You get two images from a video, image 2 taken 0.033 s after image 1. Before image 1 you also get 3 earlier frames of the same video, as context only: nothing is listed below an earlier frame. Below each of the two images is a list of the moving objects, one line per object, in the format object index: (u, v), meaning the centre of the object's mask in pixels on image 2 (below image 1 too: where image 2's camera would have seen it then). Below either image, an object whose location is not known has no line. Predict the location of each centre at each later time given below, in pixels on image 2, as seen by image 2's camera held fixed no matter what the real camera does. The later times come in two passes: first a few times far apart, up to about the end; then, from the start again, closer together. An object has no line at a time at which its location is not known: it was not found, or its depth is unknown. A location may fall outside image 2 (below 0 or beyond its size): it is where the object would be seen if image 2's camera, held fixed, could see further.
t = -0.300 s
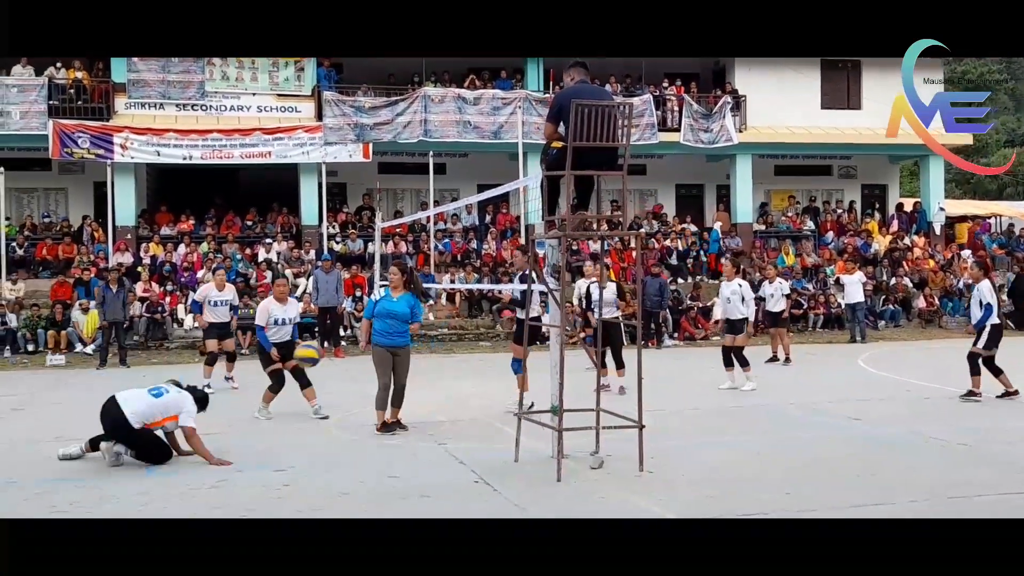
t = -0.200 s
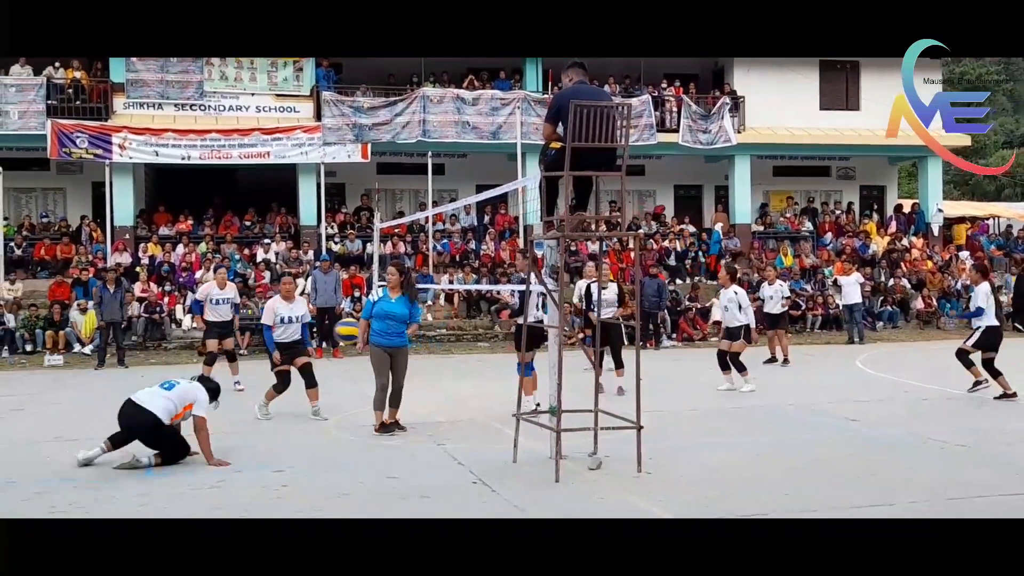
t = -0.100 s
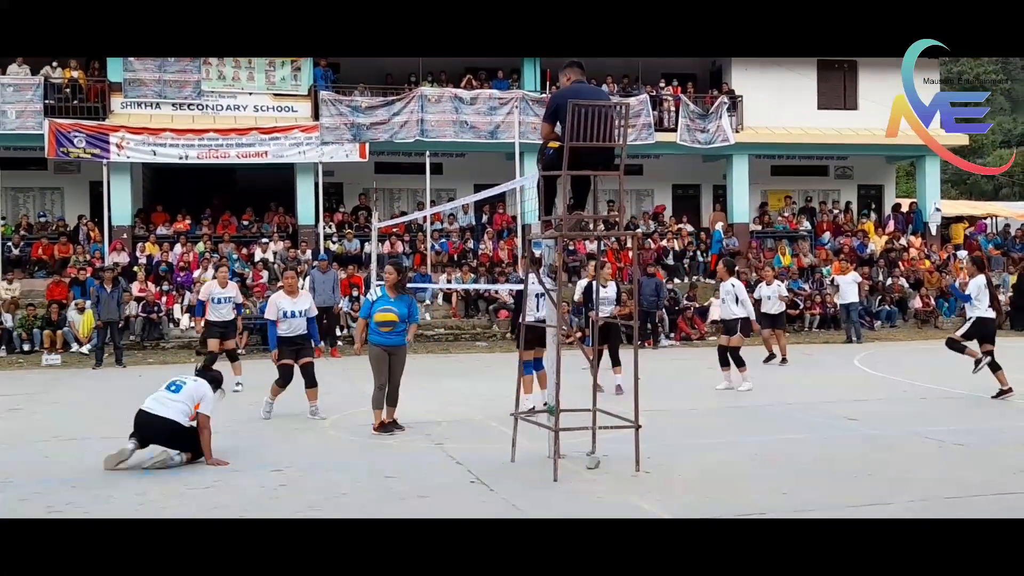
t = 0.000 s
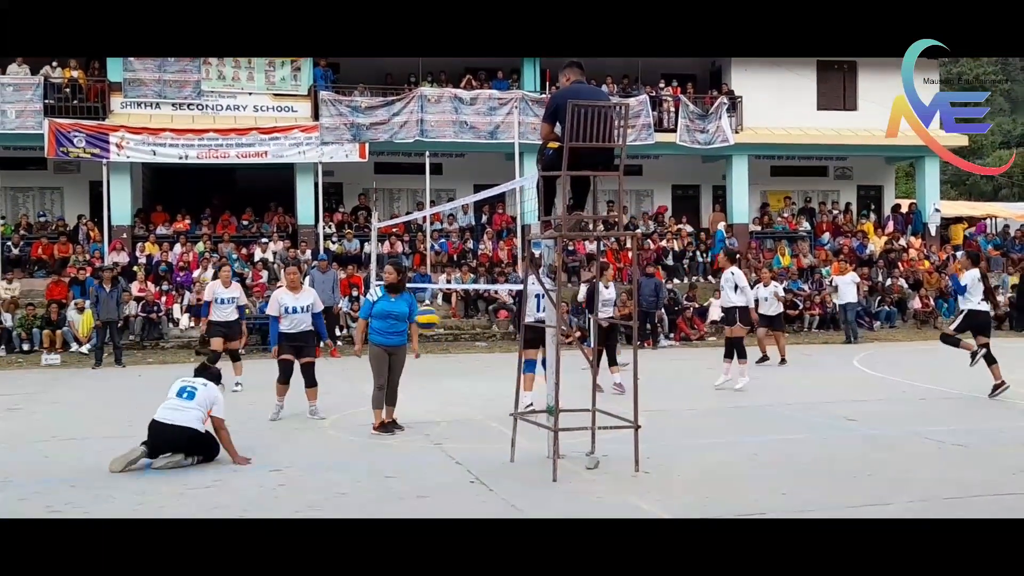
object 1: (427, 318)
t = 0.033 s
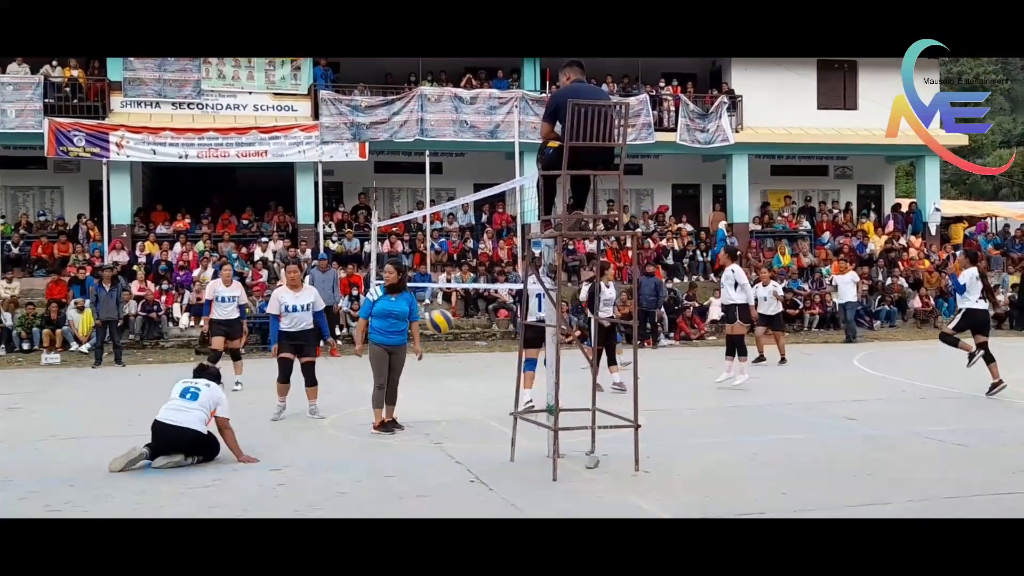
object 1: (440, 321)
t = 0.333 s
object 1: (564, 406)
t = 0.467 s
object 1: (609, 403)
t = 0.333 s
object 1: (564, 406)
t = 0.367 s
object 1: (571, 422)
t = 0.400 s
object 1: (583, 431)
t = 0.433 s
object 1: (598, 419)
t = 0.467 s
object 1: (609, 403)
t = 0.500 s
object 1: (622, 394)
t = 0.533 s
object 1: (633, 384)
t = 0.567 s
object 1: (646, 375)
